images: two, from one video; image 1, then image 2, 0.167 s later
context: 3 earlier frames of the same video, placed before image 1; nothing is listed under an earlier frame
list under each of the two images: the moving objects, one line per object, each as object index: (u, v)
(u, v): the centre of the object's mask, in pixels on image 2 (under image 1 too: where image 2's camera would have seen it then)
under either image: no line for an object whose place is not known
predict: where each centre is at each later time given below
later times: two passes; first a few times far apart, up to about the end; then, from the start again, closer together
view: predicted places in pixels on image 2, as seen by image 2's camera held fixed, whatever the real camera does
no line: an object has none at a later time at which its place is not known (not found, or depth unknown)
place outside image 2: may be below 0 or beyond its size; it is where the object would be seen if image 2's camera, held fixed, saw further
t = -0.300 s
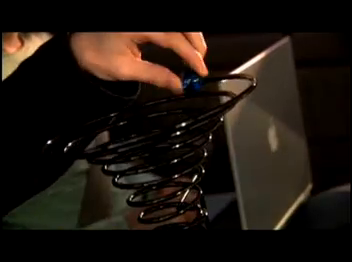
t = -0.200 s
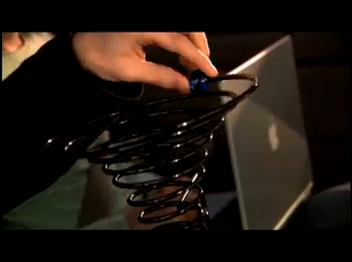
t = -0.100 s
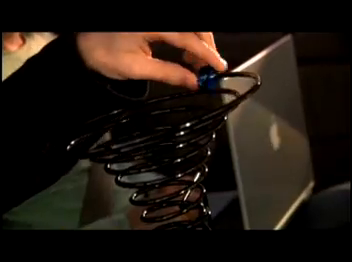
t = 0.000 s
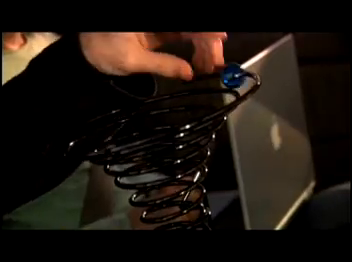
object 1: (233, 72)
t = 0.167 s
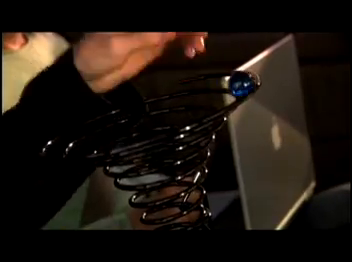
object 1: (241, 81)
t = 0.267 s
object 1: (234, 91)
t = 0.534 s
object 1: (136, 129)
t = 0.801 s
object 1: (62, 128)
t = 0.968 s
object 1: (136, 98)
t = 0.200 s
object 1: (240, 83)
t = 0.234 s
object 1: (238, 88)
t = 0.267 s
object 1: (234, 91)
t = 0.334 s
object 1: (221, 98)
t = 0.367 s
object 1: (212, 102)
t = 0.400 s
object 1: (199, 107)
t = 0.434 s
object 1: (186, 113)
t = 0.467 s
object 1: (170, 119)
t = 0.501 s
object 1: (154, 124)
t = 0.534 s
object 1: (136, 129)
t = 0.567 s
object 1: (118, 134)
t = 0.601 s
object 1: (101, 138)
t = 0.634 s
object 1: (81, 141)
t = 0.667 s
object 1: (70, 143)
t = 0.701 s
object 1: (59, 141)
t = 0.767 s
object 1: (57, 134)
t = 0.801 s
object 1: (62, 128)
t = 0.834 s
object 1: (74, 122)
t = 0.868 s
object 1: (88, 115)
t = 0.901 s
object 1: (105, 109)
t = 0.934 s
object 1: (120, 103)
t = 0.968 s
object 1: (136, 98)
